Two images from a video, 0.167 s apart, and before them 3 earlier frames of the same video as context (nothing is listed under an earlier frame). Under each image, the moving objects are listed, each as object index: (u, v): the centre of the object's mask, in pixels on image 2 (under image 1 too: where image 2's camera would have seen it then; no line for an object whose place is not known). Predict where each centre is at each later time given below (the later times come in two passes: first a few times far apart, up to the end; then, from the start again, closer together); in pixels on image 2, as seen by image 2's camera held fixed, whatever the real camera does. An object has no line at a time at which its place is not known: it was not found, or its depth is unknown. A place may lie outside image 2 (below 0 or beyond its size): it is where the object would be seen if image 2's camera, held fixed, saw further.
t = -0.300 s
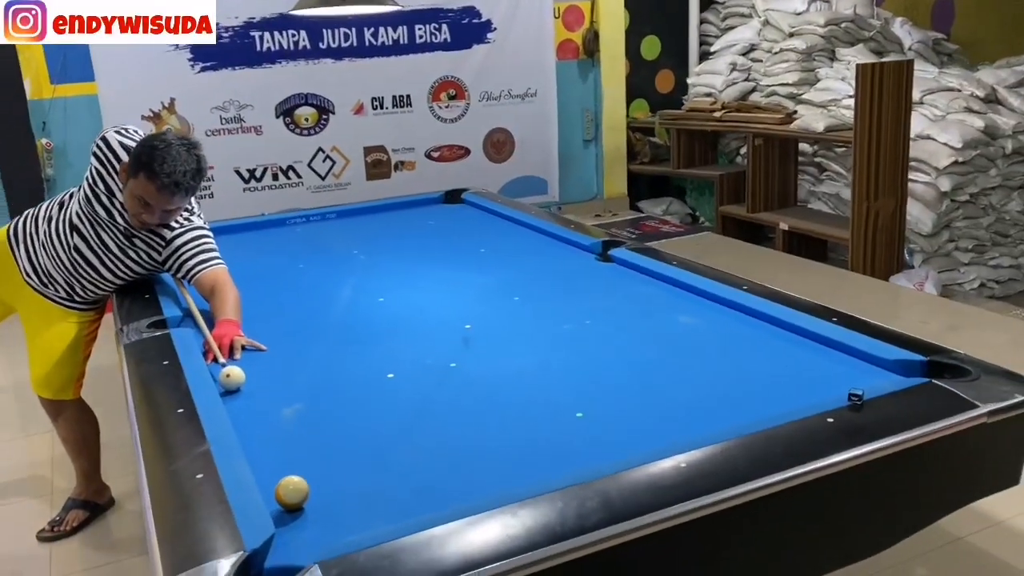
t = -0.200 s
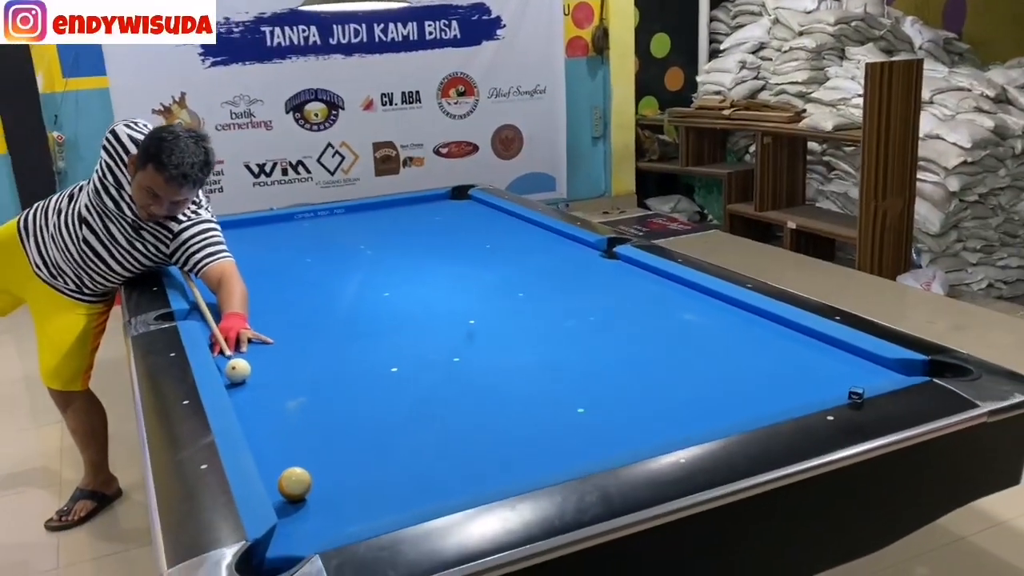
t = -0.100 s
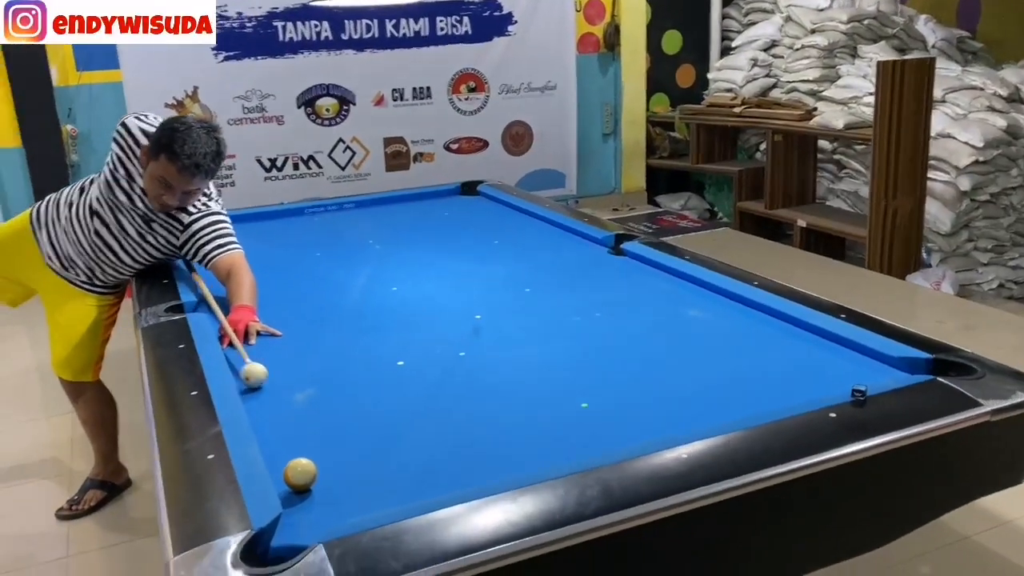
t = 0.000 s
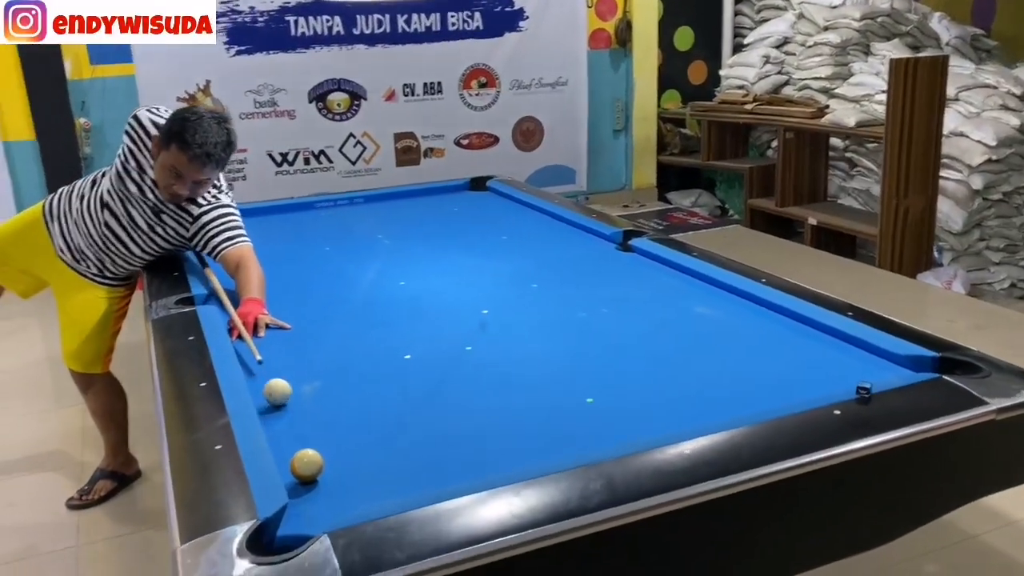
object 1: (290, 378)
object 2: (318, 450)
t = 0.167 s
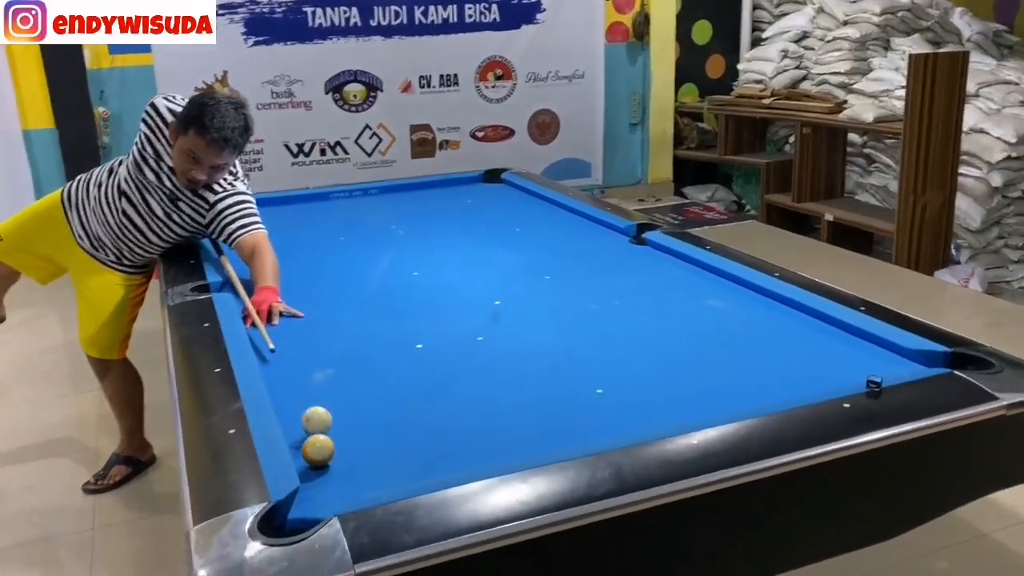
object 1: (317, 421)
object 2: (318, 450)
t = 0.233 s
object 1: (332, 433)
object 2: (316, 457)
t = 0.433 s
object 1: (388, 446)
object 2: (337, 489)
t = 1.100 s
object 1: (498, 425)
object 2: (323, 456)
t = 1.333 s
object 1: (511, 405)
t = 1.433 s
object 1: (517, 397)
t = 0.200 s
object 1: (323, 427)
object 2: (318, 450)
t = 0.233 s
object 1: (332, 433)
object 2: (316, 457)
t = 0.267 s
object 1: (341, 436)
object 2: (312, 467)
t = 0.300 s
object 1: (350, 437)
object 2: (316, 473)
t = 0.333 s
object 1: (360, 440)
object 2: (321, 477)
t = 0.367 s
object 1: (369, 442)
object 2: (326, 481)
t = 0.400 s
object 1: (378, 444)
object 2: (332, 485)
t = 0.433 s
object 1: (388, 446)
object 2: (337, 489)
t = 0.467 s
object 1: (397, 449)
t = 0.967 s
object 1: (489, 438)
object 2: (329, 464)
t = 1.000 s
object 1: (492, 435)
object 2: (327, 462)
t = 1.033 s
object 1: (494, 432)
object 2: (326, 460)
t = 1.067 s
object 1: (496, 428)
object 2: (325, 458)
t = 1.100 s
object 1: (498, 425)
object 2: (323, 456)
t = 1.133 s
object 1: (500, 422)
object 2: (322, 454)
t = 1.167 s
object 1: (502, 419)
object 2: (321, 452)
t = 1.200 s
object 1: (504, 416)
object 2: (320, 451)
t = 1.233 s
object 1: (506, 413)
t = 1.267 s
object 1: (508, 410)
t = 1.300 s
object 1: (509, 407)
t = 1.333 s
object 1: (511, 405)
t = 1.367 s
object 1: (513, 402)
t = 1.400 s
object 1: (515, 399)
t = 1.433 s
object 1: (517, 397)
